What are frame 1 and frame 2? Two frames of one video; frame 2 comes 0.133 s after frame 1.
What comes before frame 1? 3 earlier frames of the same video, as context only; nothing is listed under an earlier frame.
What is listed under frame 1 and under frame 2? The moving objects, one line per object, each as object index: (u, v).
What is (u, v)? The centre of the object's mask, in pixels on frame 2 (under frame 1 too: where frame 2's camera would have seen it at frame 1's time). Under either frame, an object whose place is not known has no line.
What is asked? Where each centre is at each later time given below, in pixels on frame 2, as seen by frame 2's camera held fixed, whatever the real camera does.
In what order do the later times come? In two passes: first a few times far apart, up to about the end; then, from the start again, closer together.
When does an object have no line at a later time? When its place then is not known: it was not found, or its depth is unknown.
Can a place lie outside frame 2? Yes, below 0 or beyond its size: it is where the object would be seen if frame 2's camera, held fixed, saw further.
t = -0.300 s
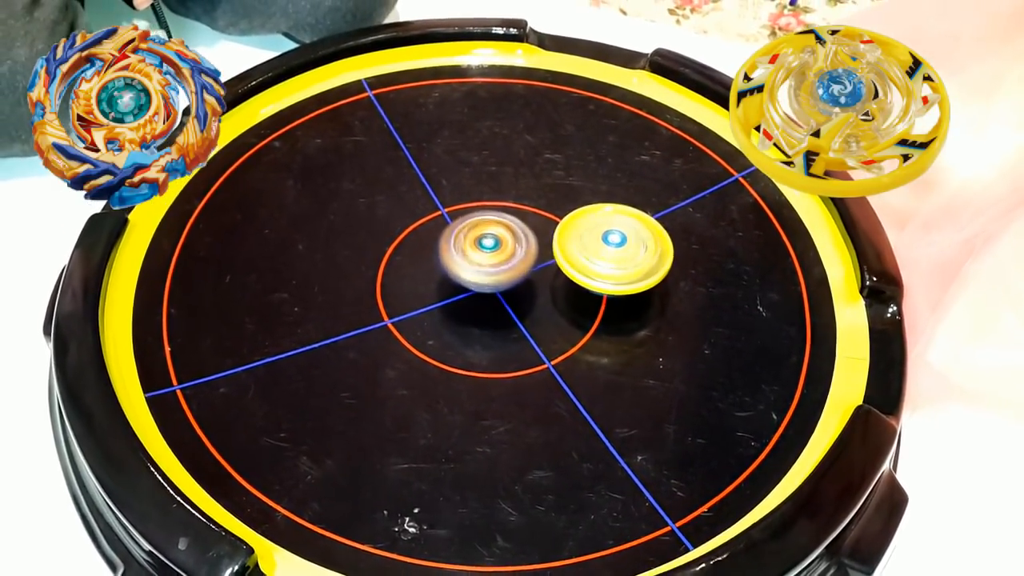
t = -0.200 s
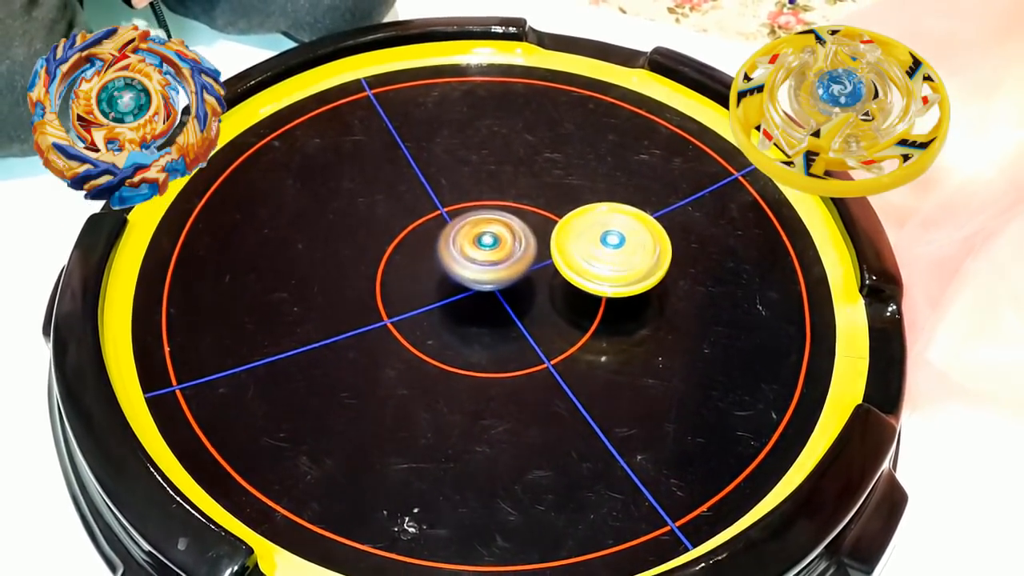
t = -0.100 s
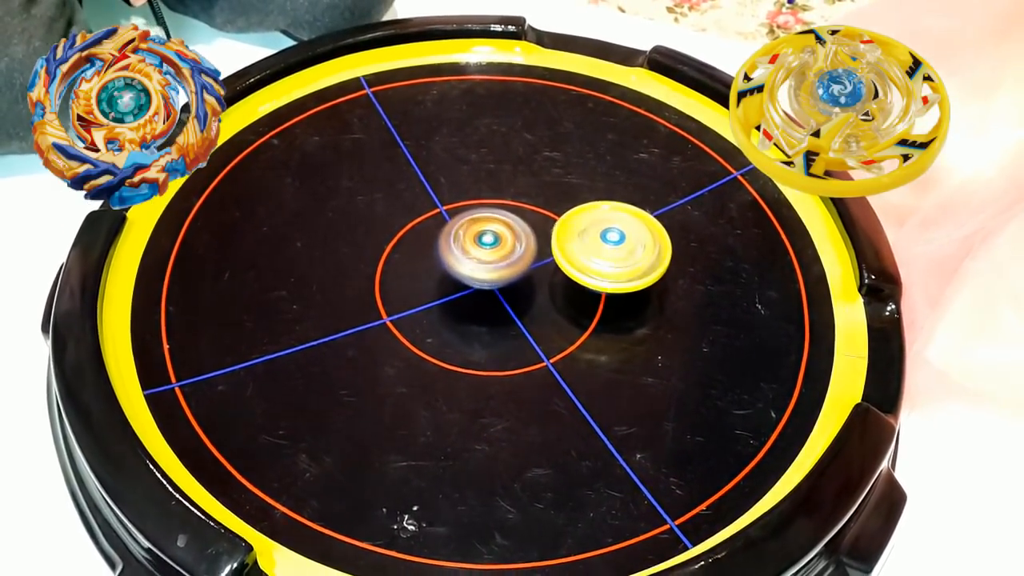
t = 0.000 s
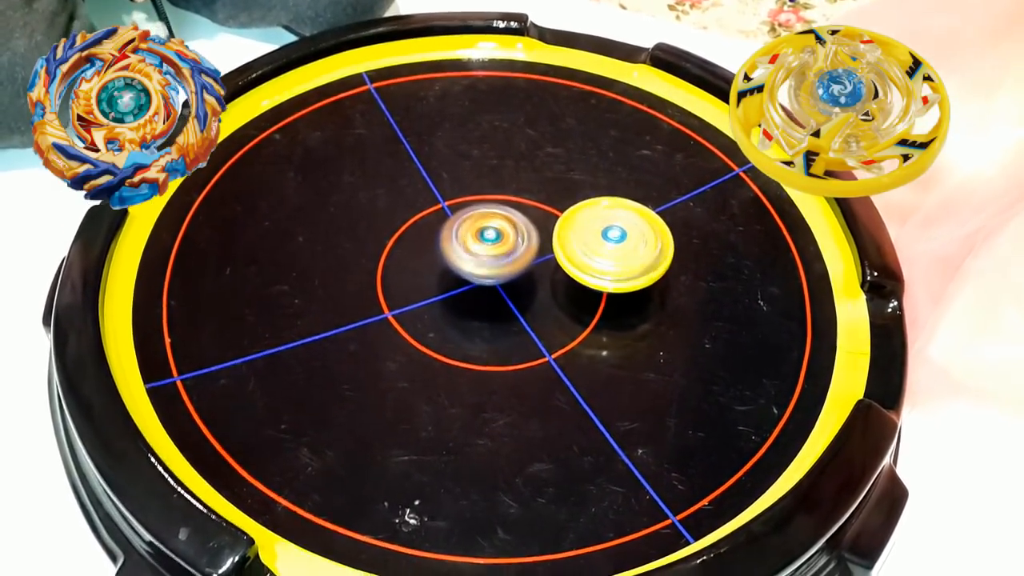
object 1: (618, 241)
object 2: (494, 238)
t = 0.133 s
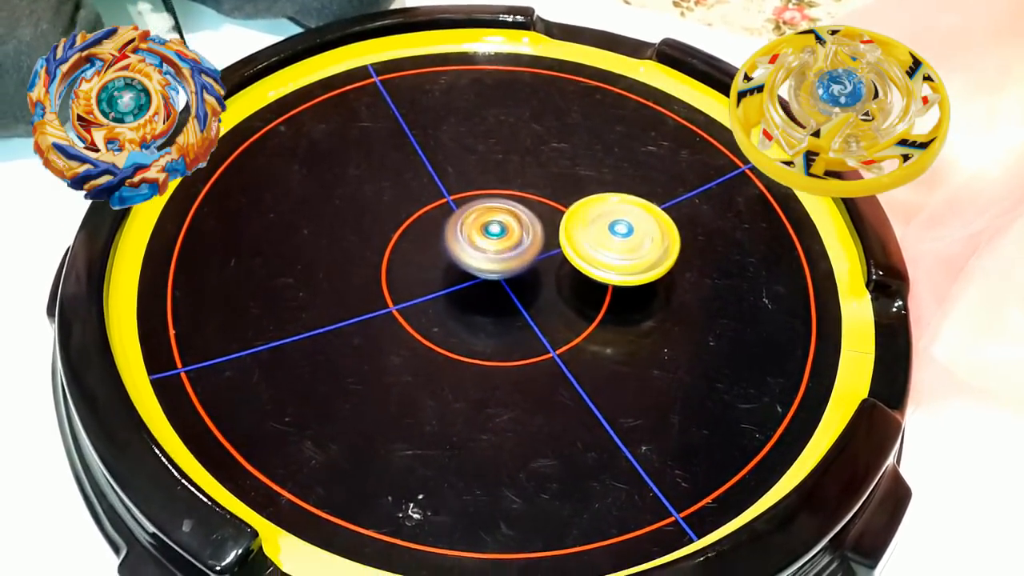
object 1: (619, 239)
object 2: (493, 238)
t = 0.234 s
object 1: (617, 240)
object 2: (493, 238)
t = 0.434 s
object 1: (617, 240)
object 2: (493, 238)
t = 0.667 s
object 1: (616, 239)
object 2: (494, 238)
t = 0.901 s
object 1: (617, 239)
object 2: (494, 238)
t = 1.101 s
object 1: (616, 239)
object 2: (494, 238)
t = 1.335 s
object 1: (617, 238)
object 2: (494, 238)
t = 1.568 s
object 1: (617, 238)
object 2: (494, 238)
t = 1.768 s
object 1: (617, 238)
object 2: (494, 239)
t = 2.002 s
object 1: (617, 238)
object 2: (494, 237)
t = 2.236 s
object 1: (618, 238)
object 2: (494, 238)
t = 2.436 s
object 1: (617, 239)
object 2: (494, 239)
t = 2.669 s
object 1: (616, 240)
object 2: (495, 238)
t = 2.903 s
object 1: (616, 239)
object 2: (492, 237)
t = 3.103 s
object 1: (618, 240)
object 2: (493, 237)
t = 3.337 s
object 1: (619, 240)
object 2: (495, 239)
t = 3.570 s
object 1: (620, 240)
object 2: (493, 236)
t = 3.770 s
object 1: (619, 239)
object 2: (492, 237)
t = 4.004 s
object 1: (617, 238)
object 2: (494, 236)
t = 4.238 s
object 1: (616, 238)
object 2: (492, 235)
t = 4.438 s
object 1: (617, 241)
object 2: (492, 236)
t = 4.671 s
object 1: (620, 241)
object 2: (493, 239)
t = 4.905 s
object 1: (622, 240)
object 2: (495, 238)
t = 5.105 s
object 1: (615, 237)
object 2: (494, 238)
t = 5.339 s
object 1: (613, 239)
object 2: (493, 237)
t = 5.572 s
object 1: (616, 244)
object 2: (492, 237)
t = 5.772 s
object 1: (624, 243)
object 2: (493, 237)
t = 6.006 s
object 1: (623, 242)
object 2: (493, 237)
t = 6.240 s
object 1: (617, 239)
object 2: (492, 238)
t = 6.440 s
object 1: (613, 250)
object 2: (493, 238)
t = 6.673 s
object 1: (618, 246)
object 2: (493, 239)
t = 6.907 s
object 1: (614, 252)
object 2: (493, 240)
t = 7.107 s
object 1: (618, 241)
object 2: (494, 239)
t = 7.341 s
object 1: (616, 241)
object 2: (496, 239)
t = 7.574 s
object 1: (603, 231)
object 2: (485, 244)
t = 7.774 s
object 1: (604, 227)
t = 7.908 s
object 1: (602, 224)
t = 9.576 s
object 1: (540, 195)
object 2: (469, 262)
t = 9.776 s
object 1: (539, 192)
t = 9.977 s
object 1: (551, 195)
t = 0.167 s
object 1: (619, 240)
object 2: (494, 238)
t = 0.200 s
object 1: (618, 240)
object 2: (494, 238)
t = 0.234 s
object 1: (617, 240)
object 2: (493, 238)
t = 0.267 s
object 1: (616, 239)
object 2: (493, 238)
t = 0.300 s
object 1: (617, 239)
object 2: (494, 238)
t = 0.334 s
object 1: (618, 239)
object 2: (494, 237)
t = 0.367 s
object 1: (619, 239)
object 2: (494, 237)
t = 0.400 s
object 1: (618, 240)
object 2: (493, 238)
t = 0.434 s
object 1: (617, 240)
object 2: (493, 238)
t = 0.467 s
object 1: (616, 240)
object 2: (493, 238)
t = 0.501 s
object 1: (617, 239)
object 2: (494, 238)
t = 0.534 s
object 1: (618, 239)
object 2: (494, 238)
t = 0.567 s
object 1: (619, 240)
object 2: (494, 238)
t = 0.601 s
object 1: (619, 240)
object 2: (493, 238)
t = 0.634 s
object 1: (617, 240)
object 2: (494, 238)
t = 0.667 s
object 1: (616, 239)
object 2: (494, 238)
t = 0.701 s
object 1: (617, 239)
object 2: (494, 238)
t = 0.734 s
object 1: (618, 238)
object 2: (494, 238)
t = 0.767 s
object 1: (620, 239)
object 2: (494, 238)
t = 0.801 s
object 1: (619, 240)
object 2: (495, 238)
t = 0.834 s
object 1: (618, 241)
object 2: (494, 237)
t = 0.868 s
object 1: (617, 240)
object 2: (494, 238)
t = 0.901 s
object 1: (617, 239)
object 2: (494, 238)
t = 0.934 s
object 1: (618, 238)
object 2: (495, 238)
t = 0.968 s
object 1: (620, 239)
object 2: (495, 237)
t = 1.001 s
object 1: (620, 241)
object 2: (495, 237)
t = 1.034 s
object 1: (618, 241)
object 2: (493, 237)
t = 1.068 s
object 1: (617, 240)
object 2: (493, 238)
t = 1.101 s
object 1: (616, 239)
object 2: (494, 238)
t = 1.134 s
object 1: (618, 238)
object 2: (495, 238)
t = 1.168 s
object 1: (620, 238)
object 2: (494, 238)
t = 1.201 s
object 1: (620, 240)
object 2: (493, 238)
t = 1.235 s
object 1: (619, 241)
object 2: (493, 238)
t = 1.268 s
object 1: (617, 241)
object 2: (494, 239)
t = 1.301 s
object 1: (616, 240)
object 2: (495, 238)
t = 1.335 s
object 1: (617, 238)
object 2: (494, 238)
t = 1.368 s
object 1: (619, 238)
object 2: (494, 238)
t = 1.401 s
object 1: (620, 240)
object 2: (493, 238)
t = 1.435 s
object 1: (620, 241)
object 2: (494, 239)
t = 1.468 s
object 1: (618, 241)
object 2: (495, 238)
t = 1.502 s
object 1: (616, 240)
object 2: (495, 237)
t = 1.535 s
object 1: (616, 239)
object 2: (494, 237)
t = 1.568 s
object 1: (617, 238)
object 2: (494, 238)
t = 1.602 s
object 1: (619, 238)
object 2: (494, 238)
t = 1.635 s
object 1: (620, 240)
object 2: (495, 238)
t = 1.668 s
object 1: (619, 241)
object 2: (494, 237)
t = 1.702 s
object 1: (617, 241)
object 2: (494, 238)
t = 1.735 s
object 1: (616, 240)
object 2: (493, 238)
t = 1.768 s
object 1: (617, 238)
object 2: (494, 239)
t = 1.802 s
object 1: (619, 238)
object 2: (495, 238)
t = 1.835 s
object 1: (621, 239)
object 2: (495, 238)
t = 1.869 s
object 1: (620, 241)
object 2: (493, 238)
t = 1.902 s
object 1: (619, 241)
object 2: (494, 239)
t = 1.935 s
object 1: (617, 241)
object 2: (494, 239)
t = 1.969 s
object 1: (616, 240)
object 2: (495, 239)
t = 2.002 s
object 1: (617, 238)
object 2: (494, 237)
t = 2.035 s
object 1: (618, 238)
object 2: (494, 238)
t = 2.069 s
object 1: (620, 239)
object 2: (494, 238)
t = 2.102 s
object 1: (620, 241)
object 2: (494, 238)
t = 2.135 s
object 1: (618, 241)
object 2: (495, 238)
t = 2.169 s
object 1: (617, 240)
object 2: (495, 238)
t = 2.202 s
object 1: (616, 239)
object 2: (494, 238)
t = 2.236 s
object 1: (618, 238)
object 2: (494, 238)
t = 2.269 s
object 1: (619, 238)
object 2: (494, 239)
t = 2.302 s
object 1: (620, 240)
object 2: (495, 238)
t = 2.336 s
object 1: (620, 241)
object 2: (495, 237)
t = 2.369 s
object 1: (618, 241)
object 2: (493, 237)
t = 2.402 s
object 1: (617, 240)
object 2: (493, 238)
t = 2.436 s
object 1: (617, 239)
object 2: (494, 239)
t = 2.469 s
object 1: (617, 238)
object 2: (495, 238)
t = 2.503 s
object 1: (619, 238)
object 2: (495, 237)
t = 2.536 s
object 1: (619, 239)
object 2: (494, 237)
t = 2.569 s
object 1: (619, 240)
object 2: (492, 238)
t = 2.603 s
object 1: (618, 240)
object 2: (494, 238)
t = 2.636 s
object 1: (617, 240)
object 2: (495, 239)
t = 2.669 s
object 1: (616, 240)
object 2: (495, 238)
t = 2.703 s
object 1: (617, 238)
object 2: (494, 237)
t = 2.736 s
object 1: (619, 238)
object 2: (493, 237)
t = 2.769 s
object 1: (619, 239)
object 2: (493, 238)
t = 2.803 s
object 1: (619, 240)
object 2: (494, 238)
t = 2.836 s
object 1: (618, 240)
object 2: (494, 238)
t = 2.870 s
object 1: (617, 240)
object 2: (494, 237)
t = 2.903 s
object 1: (616, 239)
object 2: (492, 237)
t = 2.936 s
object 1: (616, 238)
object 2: (493, 238)
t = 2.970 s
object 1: (618, 238)
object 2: (494, 238)
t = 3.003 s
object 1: (619, 238)
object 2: (495, 238)
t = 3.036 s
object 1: (619, 239)
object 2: (495, 237)
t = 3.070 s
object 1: (619, 240)
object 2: (493, 237)
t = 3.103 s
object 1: (618, 240)
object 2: (493, 237)
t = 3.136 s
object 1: (618, 240)
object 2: (493, 238)
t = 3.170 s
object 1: (617, 239)
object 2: (495, 238)
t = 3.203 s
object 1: (618, 238)
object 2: (496, 237)
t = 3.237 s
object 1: (619, 238)
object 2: (495, 237)
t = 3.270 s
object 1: (619, 239)
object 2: (493, 237)
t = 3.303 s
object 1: (620, 240)
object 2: (493, 238)
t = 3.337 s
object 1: (619, 240)
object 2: (495, 239)
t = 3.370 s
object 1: (618, 240)
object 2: (496, 237)
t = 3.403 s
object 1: (617, 240)
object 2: (495, 237)
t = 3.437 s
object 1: (616, 239)
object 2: (493, 237)
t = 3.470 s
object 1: (617, 238)
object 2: (493, 238)
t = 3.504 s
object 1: (619, 238)
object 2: (494, 239)
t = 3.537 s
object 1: (620, 239)
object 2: (495, 237)
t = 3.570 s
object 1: (620, 240)
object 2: (493, 236)
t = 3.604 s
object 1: (619, 240)
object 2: (492, 237)
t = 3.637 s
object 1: (618, 240)
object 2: (492, 238)
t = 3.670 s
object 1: (617, 240)
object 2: (493, 238)
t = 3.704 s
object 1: (617, 239)
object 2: (494, 237)
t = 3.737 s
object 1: (618, 238)
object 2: (493, 236)
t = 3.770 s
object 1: (619, 239)
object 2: (492, 237)
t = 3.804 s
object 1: (620, 239)
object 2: (492, 238)
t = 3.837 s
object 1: (620, 240)
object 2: (495, 238)
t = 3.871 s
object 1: (619, 241)
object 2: (494, 236)
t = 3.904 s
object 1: (617, 241)
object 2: (493, 236)
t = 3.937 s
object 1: (616, 240)
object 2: (492, 237)
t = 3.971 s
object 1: (617, 239)
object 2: (493, 237)
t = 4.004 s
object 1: (617, 238)
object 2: (494, 236)
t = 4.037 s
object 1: (619, 238)
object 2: (493, 235)
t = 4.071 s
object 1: (621, 239)
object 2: (492, 235)
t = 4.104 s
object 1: (620, 240)
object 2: (491, 236)
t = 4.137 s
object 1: (619, 241)
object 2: (492, 237)
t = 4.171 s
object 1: (618, 241)
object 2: (494, 236)
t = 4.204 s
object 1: (616, 240)
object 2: (494, 235)
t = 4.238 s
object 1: (616, 238)
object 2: (492, 235)
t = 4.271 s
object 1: (617, 238)
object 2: (492, 236)
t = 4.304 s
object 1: (619, 238)
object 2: (493, 237)
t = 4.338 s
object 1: (621, 239)
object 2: (494, 237)
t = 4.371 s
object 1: (621, 240)
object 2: (494, 236)
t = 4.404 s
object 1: (620, 241)
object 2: (493, 236)
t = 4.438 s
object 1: (617, 241)
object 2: (492, 236)
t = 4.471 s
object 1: (616, 240)
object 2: (493, 237)
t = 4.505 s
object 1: (616, 239)
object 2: (494, 236)
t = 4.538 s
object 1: (617, 237)
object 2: (494, 236)
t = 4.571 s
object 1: (620, 238)
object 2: (494, 235)
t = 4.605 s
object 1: (621, 239)
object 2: (491, 236)
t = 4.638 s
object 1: (621, 240)
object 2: (491, 238)
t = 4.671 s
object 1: (620, 241)
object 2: (493, 239)
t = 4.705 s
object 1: (617, 241)
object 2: (496, 239)
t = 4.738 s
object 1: (616, 241)
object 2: (495, 237)
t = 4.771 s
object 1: (615, 239)
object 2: (493, 237)
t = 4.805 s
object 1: (616, 238)
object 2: (492, 238)
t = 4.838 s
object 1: (618, 237)
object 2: (492, 239)
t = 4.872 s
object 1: (620, 238)
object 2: (495, 240)
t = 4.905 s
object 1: (622, 240)
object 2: (495, 238)
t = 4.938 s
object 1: (622, 242)
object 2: (494, 237)
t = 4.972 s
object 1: (619, 243)
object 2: (492, 238)
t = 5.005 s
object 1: (616, 243)
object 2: (493, 239)
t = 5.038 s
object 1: (614, 241)
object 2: (494, 239)
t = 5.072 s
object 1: (613, 238)
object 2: (494, 238)
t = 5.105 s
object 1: (615, 237)
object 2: (494, 238)
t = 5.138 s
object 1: (620, 237)
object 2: (493, 238)
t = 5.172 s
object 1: (623, 239)
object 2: (493, 238)
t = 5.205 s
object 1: (623, 242)
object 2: (494, 238)
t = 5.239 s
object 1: (621, 243)
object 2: (494, 238)
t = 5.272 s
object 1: (617, 244)
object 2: (495, 238)
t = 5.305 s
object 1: (614, 242)
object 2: (494, 237)
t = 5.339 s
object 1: (613, 239)
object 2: (493, 237)
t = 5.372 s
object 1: (614, 237)
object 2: (492, 237)
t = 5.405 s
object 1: (618, 236)
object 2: (492, 238)
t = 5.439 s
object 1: (622, 238)
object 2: (493, 238)
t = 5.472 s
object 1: (624, 240)
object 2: (494, 237)
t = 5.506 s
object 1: (622, 243)
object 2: (494, 237)
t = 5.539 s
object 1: (620, 244)
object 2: (493, 237)
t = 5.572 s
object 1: (616, 244)
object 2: (492, 237)
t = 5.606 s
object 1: (613, 242)
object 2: (492, 237)
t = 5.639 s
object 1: (612, 239)
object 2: (493, 238)
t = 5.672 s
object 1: (615, 237)
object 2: (493, 238)
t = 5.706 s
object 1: (620, 238)
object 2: (493, 237)
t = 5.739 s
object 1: (624, 240)
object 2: (493, 237)
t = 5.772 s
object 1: (624, 243)
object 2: (493, 237)
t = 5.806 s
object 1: (622, 246)
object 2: (493, 237)
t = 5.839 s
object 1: (617, 246)
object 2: (493, 238)
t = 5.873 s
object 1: (613, 245)
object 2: (494, 238)
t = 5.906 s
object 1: (611, 242)
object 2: (494, 238)
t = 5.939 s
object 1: (614, 239)
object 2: (494, 237)
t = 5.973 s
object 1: (619, 240)
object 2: (494, 237)
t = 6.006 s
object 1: (623, 242)
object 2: (493, 237)
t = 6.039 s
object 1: (624, 245)
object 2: (494, 238)
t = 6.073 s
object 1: (623, 248)
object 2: (494, 238)
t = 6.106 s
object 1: (618, 248)
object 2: (494, 238)
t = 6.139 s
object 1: (614, 247)
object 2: (495, 238)
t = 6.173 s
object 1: (611, 244)
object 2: (494, 237)
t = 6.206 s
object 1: (611, 240)
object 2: (493, 237)
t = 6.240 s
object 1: (617, 239)
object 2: (492, 238)
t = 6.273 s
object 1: (622, 241)
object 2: (493, 239)
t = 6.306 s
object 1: (626, 244)
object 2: (494, 239)
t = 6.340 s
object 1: (626, 249)
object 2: (496, 239)
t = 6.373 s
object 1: (622, 251)
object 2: (496, 237)
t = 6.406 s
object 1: (617, 252)
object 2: (494, 237)
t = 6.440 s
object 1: (613, 250)
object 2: (493, 238)
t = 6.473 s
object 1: (611, 248)
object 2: (493, 239)
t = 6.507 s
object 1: (613, 245)
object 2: (494, 239)
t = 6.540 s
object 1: (616, 245)
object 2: (495, 239)
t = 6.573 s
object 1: (618, 246)
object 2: (495, 237)
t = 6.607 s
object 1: (618, 247)
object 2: (494, 237)
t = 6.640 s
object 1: (617, 246)
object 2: (492, 237)
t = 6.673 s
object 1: (618, 246)
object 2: (493, 239)
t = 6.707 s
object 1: (621, 247)
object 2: (494, 239)
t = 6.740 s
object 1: (626, 249)
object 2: (495, 238)
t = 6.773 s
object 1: (628, 251)
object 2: (495, 237)
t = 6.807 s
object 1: (626, 253)
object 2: (493, 236)
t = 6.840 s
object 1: (622, 254)
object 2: (492, 237)
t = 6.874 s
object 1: (619, 254)
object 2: (491, 239)
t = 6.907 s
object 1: (614, 252)
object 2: (493, 240)
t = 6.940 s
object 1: (611, 250)
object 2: (495, 239)
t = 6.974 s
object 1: (609, 246)
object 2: (495, 238)
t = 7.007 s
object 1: (611, 242)
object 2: (494, 237)
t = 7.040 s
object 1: (615, 242)
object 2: (492, 237)
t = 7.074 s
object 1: (619, 242)
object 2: (492, 239)
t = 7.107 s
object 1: (618, 241)
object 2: (494, 239)
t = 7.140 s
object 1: (615, 241)
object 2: (495, 238)
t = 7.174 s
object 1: (614, 240)
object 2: (495, 237)
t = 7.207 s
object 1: (616, 241)
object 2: (493, 237)
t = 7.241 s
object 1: (618, 240)
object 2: (492, 238)
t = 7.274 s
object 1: (615, 239)
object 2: (492, 239)
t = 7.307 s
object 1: (615, 239)
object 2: (494, 239)
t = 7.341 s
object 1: (616, 241)
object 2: (496, 239)
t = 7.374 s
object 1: (614, 244)
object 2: (495, 238)
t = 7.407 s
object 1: (611, 243)
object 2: (494, 237)
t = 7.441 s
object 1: (608, 242)
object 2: (493, 238)
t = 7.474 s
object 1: (603, 240)
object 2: (492, 239)
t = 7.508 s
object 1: (600, 236)
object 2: (494, 240)
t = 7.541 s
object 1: (600, 232)
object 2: (493, 240)
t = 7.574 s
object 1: (603, 231)
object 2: (485, 244)
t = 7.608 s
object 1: (606, 231)
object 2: (480, 246)
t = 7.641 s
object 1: (607, 231)
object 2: (473, 248)
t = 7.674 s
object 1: (607, 230)
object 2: (471, 251)
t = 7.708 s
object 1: (606, 229)
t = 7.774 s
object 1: (604, 227)
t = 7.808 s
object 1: (603, 226)
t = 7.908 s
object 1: (602, 224)
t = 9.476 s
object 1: (546, 203)
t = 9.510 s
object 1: (543, 201)
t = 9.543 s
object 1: (540, 198)
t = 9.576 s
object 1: (540, 195)
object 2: (469, 262)
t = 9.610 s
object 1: (539, 193)
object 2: (470, 263)
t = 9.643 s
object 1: (539, 194)
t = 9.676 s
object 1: (540, 195)
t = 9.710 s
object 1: (540, 194)
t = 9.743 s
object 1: (540, 192)
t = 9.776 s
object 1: (539, 192)
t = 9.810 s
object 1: (537, 191)
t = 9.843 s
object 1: (535, 190)
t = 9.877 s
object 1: (537, 192)
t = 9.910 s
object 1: (543, 191)
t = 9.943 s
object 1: (547, 192)
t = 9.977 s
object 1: (551, 195)
